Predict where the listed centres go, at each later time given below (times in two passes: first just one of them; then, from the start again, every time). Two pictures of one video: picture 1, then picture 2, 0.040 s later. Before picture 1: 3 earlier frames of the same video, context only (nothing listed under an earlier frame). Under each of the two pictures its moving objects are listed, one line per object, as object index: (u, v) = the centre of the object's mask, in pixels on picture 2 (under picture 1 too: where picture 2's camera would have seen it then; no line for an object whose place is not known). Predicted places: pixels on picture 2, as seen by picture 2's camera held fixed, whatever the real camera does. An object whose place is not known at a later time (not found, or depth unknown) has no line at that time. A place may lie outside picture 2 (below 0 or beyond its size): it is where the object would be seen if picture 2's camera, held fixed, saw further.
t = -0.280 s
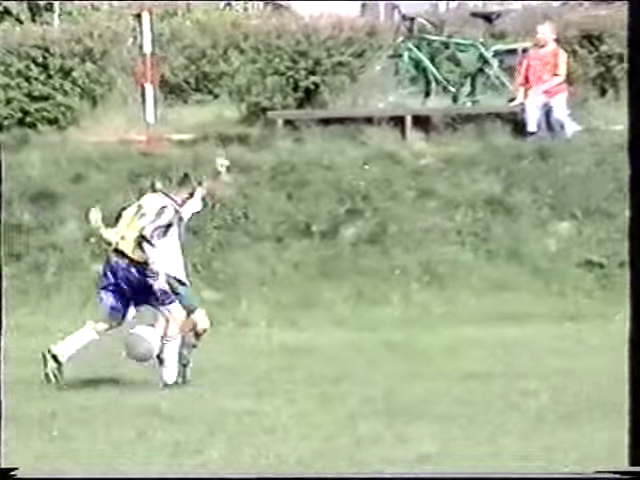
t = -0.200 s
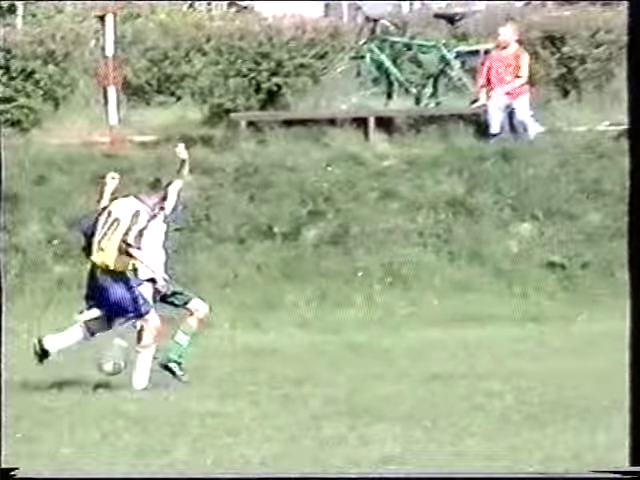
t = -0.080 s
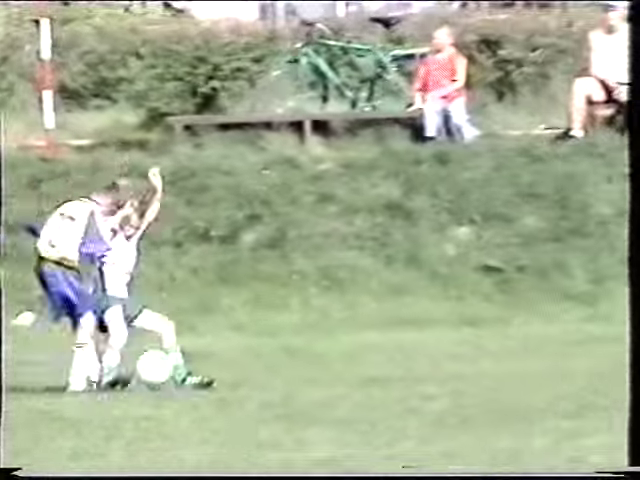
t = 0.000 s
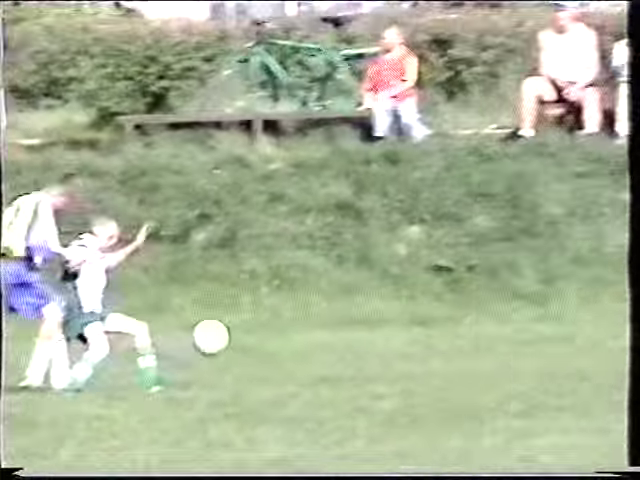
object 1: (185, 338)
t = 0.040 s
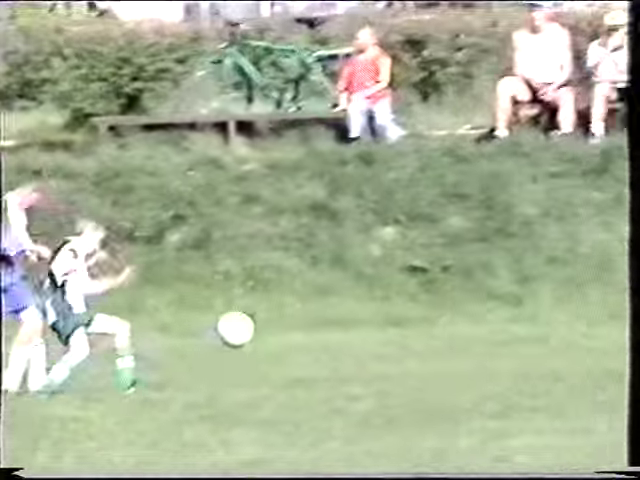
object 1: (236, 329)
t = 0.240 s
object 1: (494, 329)
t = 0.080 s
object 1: (288, 319)
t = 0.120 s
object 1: (341, 318)
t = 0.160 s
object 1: (391, 317)
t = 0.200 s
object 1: (443, 320)
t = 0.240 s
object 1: (494, 329)
